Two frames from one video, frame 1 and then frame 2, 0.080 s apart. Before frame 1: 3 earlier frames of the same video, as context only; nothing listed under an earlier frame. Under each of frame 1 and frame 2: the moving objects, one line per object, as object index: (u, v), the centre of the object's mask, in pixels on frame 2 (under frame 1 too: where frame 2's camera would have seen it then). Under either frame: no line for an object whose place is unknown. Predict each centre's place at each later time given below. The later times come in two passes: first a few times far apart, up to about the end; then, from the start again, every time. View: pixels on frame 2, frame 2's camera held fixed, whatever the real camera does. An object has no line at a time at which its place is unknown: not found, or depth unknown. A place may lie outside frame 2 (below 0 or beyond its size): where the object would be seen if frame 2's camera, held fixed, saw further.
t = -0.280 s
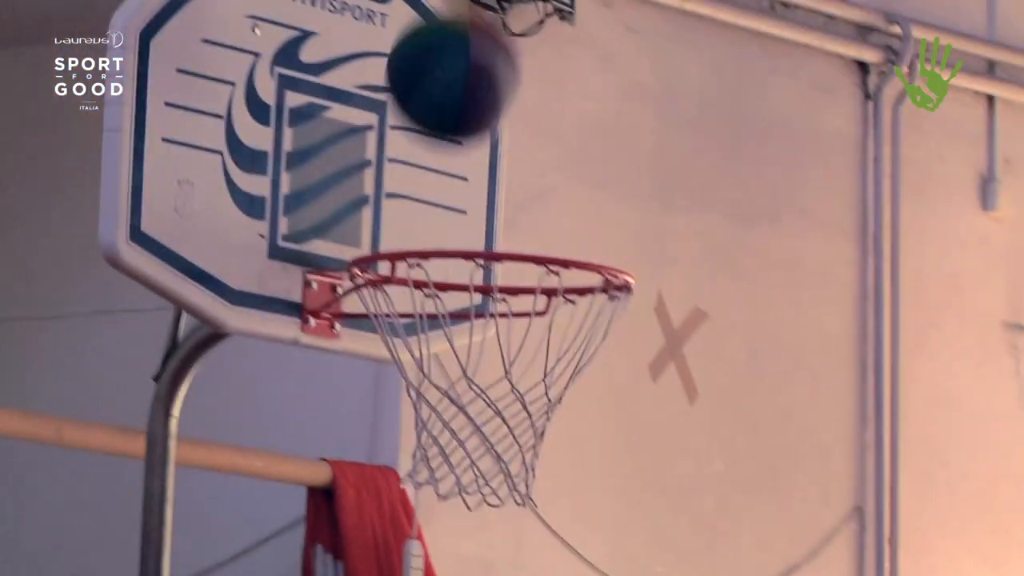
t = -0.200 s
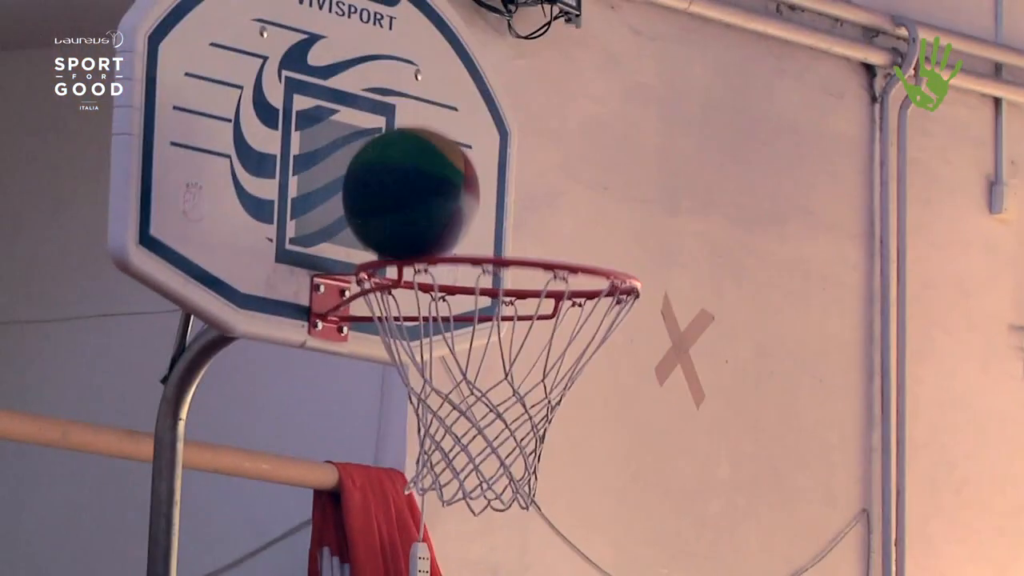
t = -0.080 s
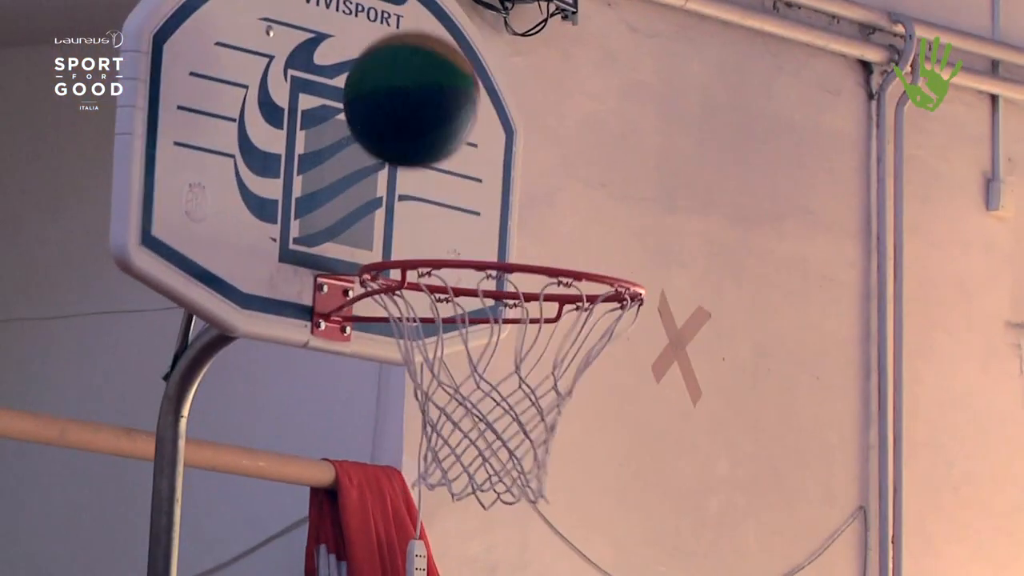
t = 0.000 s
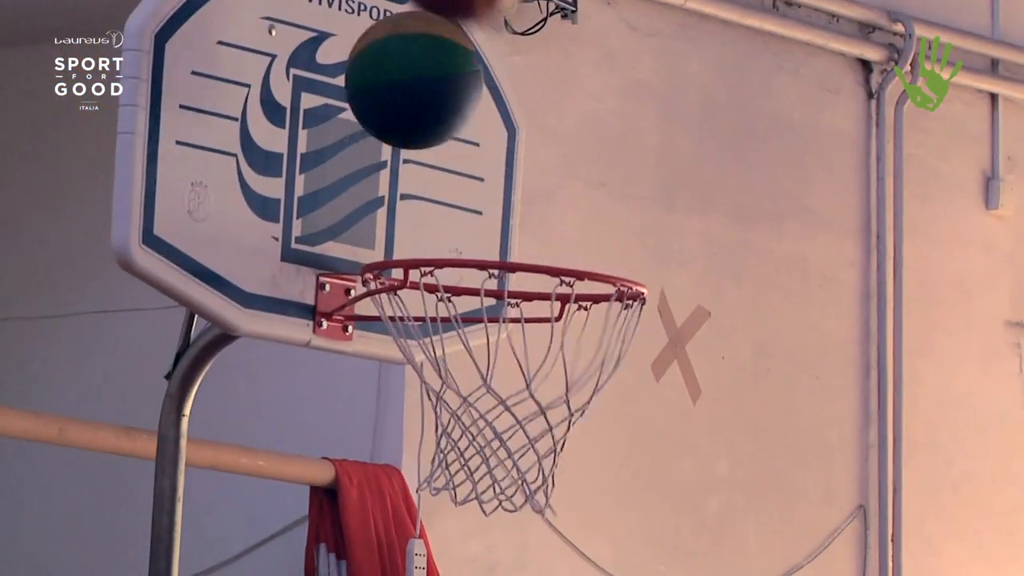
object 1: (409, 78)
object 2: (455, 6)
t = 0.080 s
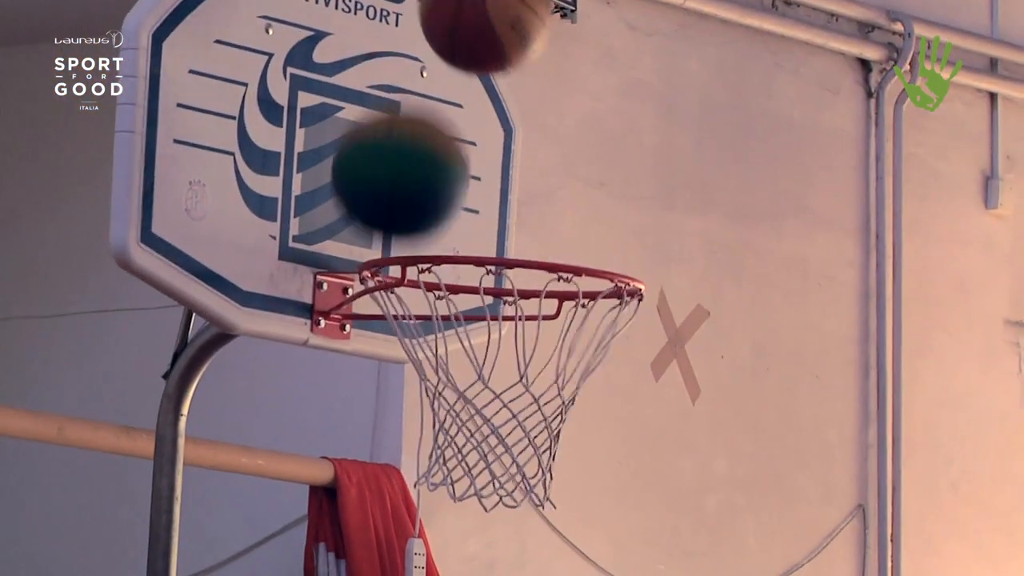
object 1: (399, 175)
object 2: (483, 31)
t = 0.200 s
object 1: (347, 233)
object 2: (533, 129)
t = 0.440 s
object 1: (184, 535)
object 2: (545, 262)
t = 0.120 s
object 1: (389, 210)
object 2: (501, 46)
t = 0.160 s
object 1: (368, 218)
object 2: (518, 82)
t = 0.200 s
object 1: (347, 233)
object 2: (533, 129)
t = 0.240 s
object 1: (322, 259)
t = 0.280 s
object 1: (295, 290)
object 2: (546, 202)
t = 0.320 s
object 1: (266, 341)
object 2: (542, 203)
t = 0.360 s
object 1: (238, 393)
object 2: (539, 212)
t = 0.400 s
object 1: (212, 465)
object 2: (539, 223)
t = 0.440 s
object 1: (184, 535)
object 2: (545, 262)
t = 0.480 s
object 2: (538, 315)
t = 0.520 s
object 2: (526, 333)
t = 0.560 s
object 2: (509, 366)
